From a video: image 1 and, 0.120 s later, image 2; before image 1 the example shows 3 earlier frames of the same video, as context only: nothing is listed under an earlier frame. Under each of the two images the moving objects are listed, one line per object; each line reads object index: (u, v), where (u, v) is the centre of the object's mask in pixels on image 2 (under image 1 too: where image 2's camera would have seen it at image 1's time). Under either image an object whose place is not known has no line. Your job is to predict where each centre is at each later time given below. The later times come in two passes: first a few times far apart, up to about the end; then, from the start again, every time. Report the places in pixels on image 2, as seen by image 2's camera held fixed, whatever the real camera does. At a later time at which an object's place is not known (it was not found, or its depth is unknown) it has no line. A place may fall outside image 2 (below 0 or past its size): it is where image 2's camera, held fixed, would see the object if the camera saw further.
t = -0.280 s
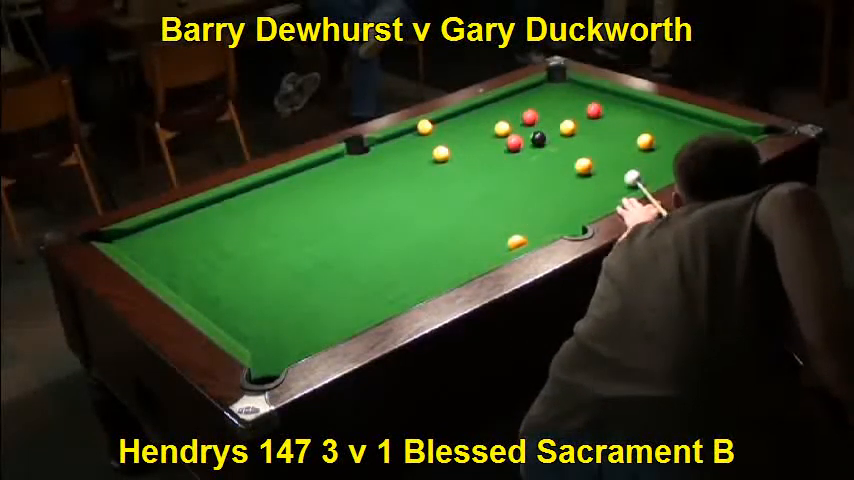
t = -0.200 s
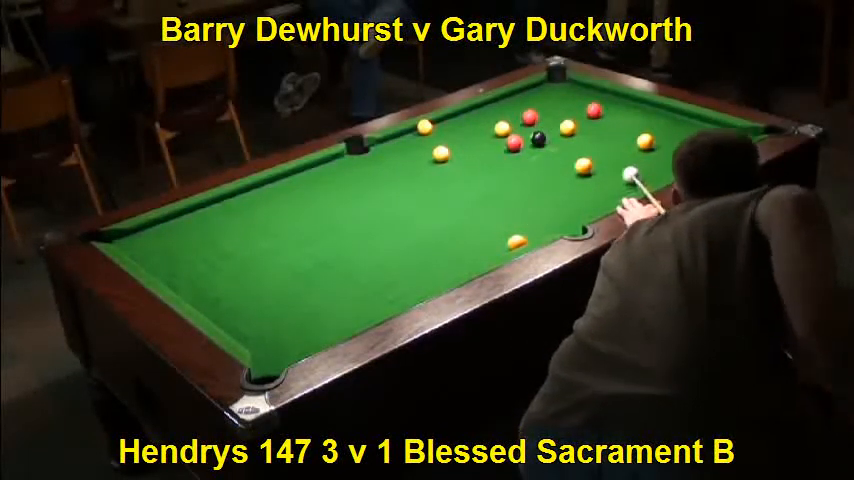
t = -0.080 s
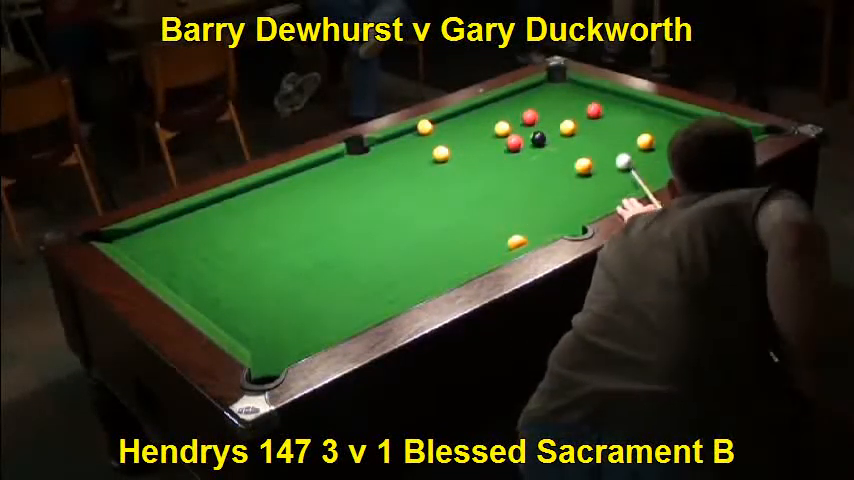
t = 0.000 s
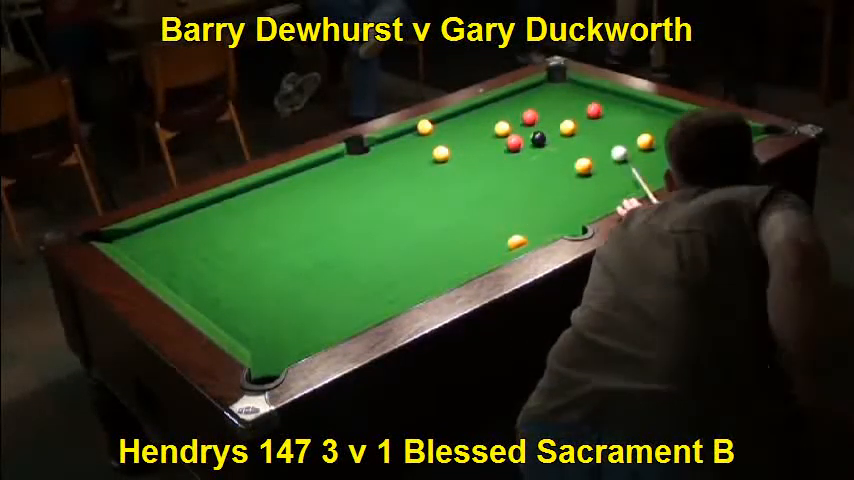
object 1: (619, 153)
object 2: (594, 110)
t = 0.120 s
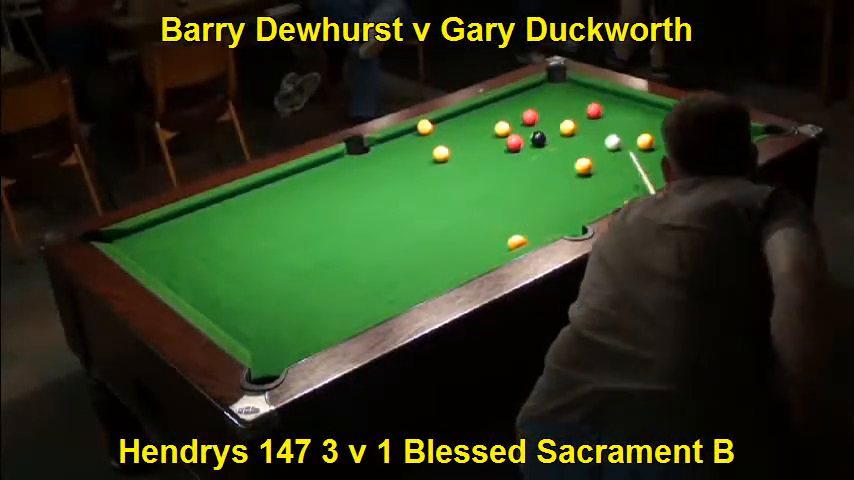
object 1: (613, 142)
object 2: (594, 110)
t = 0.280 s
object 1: (605, 128)
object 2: (594, 110)
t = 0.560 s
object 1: (600, 114)
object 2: (589, 105)
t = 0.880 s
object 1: (605, 110)
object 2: (577, 94)
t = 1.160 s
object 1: (608, 108)
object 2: (568, 86)
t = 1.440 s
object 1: (609, 107)
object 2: (562, 80)
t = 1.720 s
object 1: (609, 106)
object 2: (556, 77)
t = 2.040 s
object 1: (609, 106)
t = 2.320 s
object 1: (609, 106)
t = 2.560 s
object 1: (609, 106)
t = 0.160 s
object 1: (611, 138)
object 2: (594, 110)
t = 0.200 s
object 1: (609, 135)
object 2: (594, 110)
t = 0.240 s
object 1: (607, 131)
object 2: (594, 110)
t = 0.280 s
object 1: (605, 128)
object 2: (594, 110)
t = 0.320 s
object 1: (603, 125)
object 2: (594, 110)
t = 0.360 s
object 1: (601, 122)
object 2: (594, 109)
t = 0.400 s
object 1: (600, 119)
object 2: (593, 108)
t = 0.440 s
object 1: (598, 116)
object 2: (592, 107)
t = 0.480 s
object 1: (599, 115)
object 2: (591, 107)
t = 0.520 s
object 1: (600, 115)
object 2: (590, 105)
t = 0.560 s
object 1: (600, 114)
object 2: (589, 105)
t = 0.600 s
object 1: (601, 114)
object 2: (588, 103)
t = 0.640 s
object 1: (601, 113)
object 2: (586, 103)
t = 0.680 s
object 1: (602, 112)
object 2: (584, 101)
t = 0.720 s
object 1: (602, 112)
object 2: (582, 100)
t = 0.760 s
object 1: (603, 111)
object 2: (581, 99)
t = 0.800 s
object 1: (604, 111)
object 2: (579, 97)
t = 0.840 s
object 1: (604, 110)
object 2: (578, 95)
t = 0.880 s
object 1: (605, 110)
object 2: (577, 94)
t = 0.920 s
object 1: (605, 110)
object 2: (576, 93)
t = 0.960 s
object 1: (606, 109)
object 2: (575, 92)
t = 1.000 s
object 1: (606, 109)
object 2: (574, 90)
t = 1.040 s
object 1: (606, 109)
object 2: (572, 90)
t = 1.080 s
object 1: (606, 108)
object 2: (571, 89)
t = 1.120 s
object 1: (607, 108)
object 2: (569, 87)
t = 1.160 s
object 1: (608, 108)
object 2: (568, 86)
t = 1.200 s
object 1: (608, 107)
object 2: (568, 86)
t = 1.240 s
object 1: (608, 107)
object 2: (566, 85)
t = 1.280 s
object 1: (608, 107)
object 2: (566, 84)
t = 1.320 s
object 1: (609, 107)
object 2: (565, 83)
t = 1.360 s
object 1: (609, 107)
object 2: (563, 82)
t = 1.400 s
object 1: (609, 107)
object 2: (562, 80)
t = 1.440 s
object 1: (609, 107)
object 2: (562, 80)
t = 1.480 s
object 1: (609, 107)
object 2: (561, 79)
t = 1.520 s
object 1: (609, 107)
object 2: (559, 78)
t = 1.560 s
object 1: (609, 107)
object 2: (559, 78)
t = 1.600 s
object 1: (609, 106)
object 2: (558, 77)
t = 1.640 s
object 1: (609, 106)
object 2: (557, 76)
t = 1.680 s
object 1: (609, 106)
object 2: (556, 76)
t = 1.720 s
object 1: (609, 106)
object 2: (556, 77)
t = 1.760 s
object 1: (609, 106)
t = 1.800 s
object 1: (609, 106)
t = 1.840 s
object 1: (609, 106)
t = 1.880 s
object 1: (609, 106)
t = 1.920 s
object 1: (609, 106)
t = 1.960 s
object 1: (609, 106)
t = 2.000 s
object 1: (609, 106)
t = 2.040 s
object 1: (609, 106)
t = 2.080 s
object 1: (609, 106)
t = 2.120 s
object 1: (609, 106)
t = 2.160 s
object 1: (609, 106)
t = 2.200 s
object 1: (609, 106)
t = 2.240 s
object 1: (609, 106)
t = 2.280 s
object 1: (609, 106)
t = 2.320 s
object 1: (609, 106)
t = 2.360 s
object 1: (609, 106)
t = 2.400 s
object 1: (609, 106)
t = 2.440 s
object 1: (609, 106)
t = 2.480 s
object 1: (609, 106)
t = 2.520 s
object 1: (609, 106)
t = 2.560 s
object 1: (609, 106)
